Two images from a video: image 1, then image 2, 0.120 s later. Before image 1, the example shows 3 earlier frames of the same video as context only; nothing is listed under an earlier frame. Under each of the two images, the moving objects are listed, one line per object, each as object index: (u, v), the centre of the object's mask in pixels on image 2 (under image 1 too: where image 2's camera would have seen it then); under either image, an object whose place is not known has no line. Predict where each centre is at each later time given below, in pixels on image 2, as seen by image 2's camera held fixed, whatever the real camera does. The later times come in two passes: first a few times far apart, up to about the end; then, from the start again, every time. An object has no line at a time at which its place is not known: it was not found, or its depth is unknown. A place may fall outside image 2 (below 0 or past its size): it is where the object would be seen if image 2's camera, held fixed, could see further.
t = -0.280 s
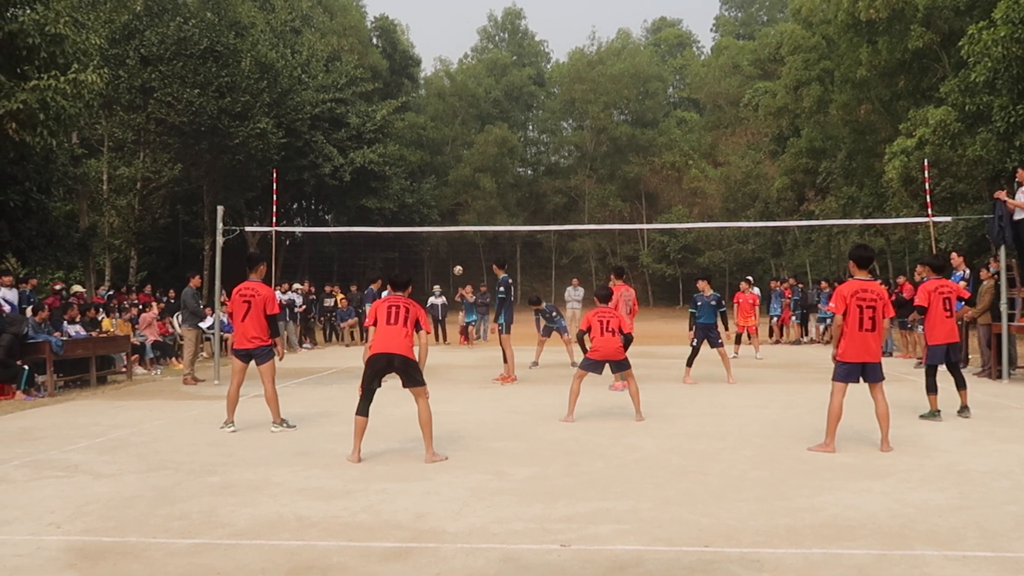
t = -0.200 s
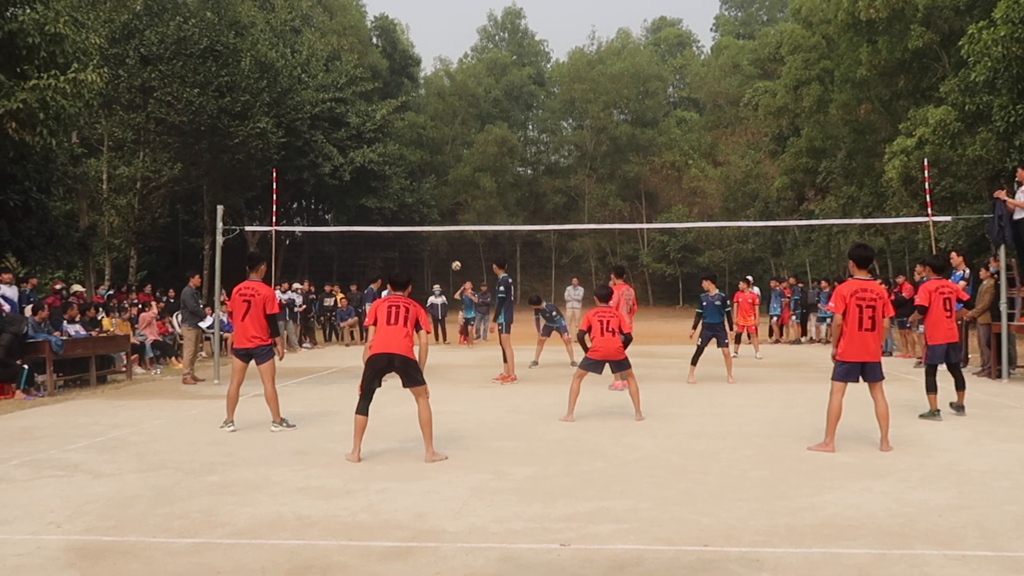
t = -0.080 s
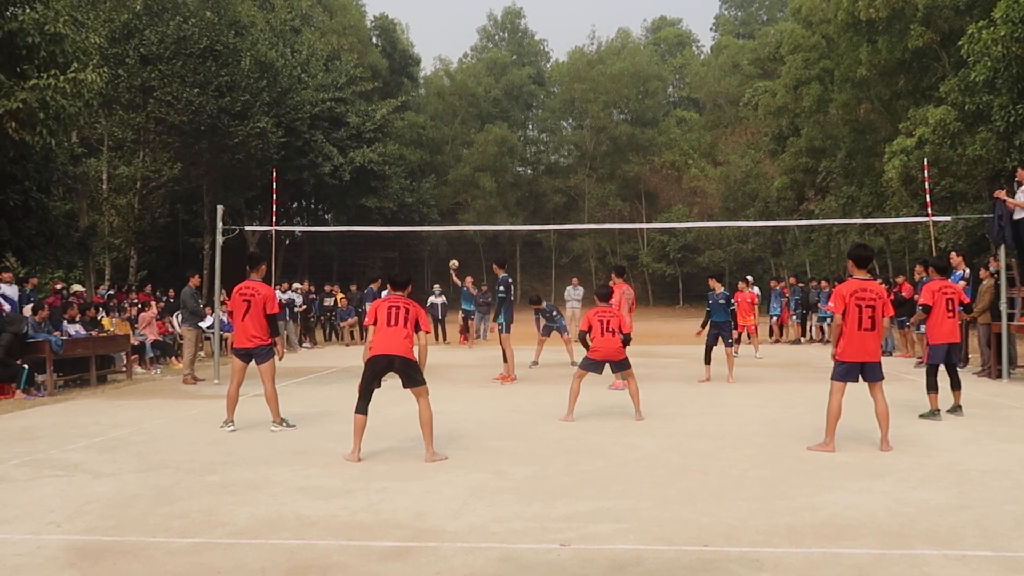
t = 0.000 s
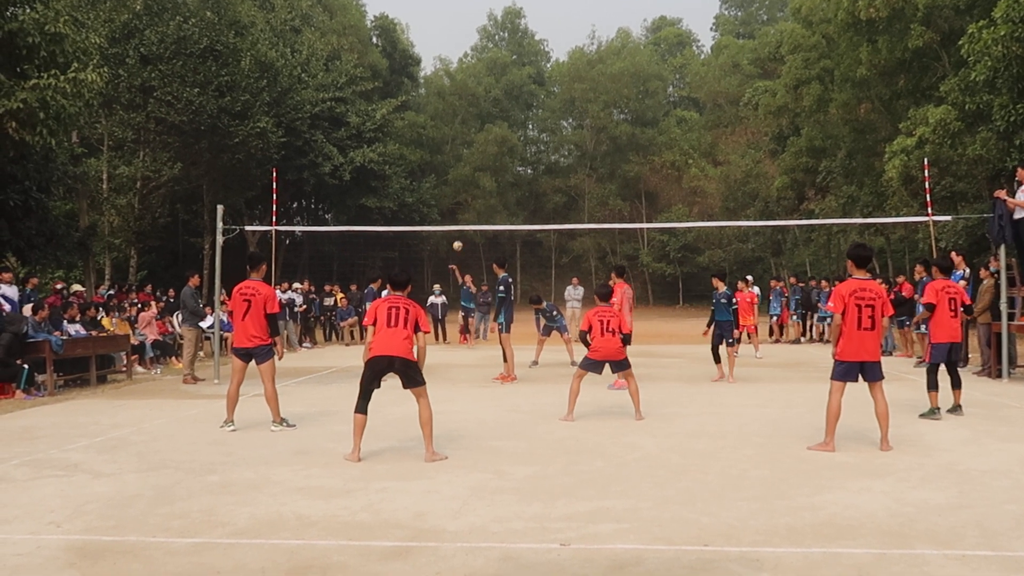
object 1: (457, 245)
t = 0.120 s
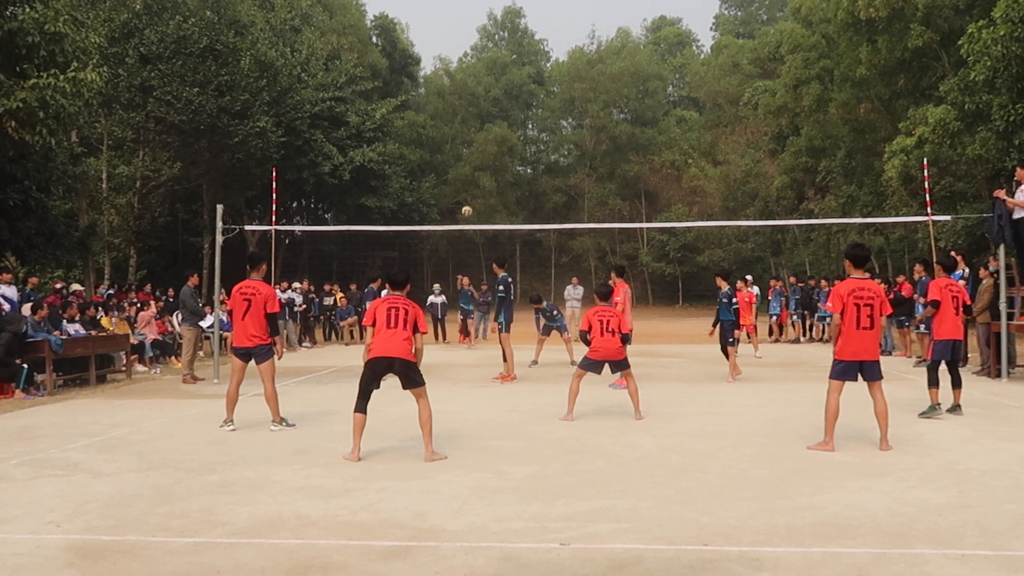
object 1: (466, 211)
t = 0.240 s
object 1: (478, 178)
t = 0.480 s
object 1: (508, 127)
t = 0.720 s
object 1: (548, 103)
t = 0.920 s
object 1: (594, 107)
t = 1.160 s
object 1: (671, 164)
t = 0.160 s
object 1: (470, 200)
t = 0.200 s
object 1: (474, 189)
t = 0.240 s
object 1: (478, 178)
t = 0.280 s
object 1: (482, 169)
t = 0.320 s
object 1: (487, 160)
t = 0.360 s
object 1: (492, 151)
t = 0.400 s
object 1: (497, 143)
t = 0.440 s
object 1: (502, 135)
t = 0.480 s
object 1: (508, 127)
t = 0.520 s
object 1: (514, 122)
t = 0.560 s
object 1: (520, 116)
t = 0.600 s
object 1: (527, 112)
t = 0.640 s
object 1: (533, 108)
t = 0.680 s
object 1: (541, 104)
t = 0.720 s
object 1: (548, 103)
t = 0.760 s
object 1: (556, 101)
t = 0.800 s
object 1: (565, 101)
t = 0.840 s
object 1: (574, 102)
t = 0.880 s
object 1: (584, 104)
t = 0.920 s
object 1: (594, 107)
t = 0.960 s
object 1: (605, 112)
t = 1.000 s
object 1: (617, 119)
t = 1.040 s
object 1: (629, 127)
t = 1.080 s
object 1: (642, 137)
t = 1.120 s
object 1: (656, 149)
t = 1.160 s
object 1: (671, 164)
